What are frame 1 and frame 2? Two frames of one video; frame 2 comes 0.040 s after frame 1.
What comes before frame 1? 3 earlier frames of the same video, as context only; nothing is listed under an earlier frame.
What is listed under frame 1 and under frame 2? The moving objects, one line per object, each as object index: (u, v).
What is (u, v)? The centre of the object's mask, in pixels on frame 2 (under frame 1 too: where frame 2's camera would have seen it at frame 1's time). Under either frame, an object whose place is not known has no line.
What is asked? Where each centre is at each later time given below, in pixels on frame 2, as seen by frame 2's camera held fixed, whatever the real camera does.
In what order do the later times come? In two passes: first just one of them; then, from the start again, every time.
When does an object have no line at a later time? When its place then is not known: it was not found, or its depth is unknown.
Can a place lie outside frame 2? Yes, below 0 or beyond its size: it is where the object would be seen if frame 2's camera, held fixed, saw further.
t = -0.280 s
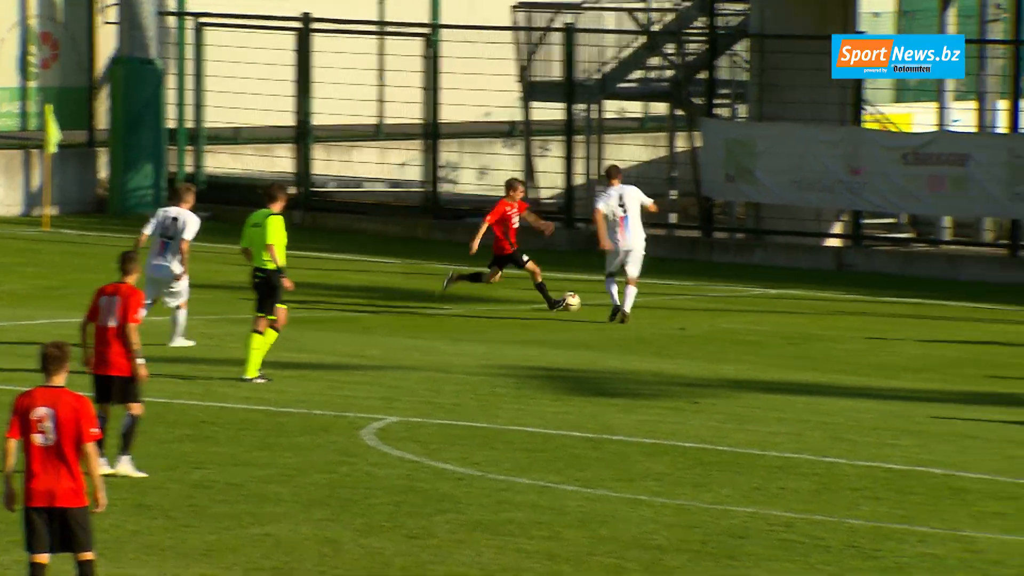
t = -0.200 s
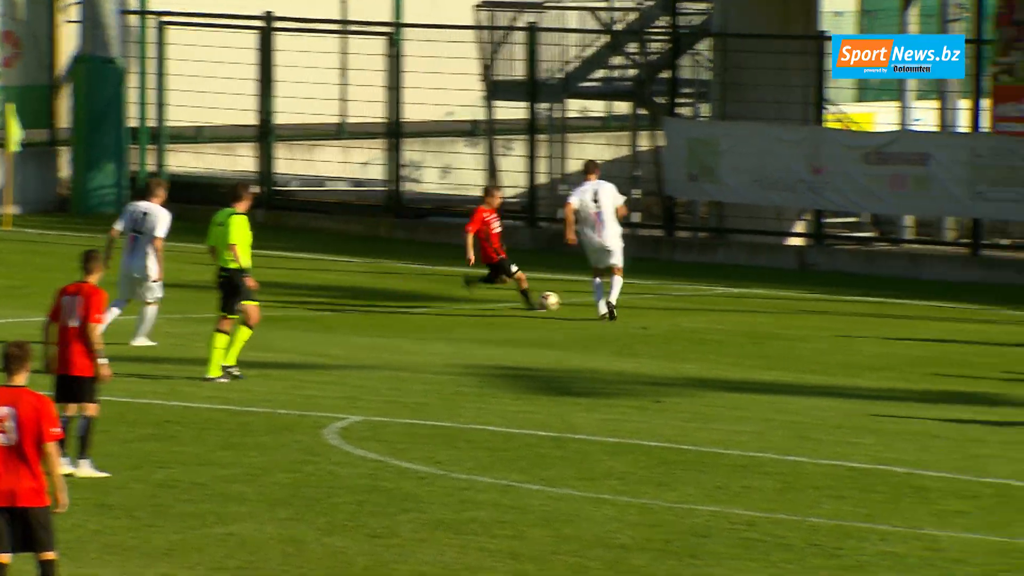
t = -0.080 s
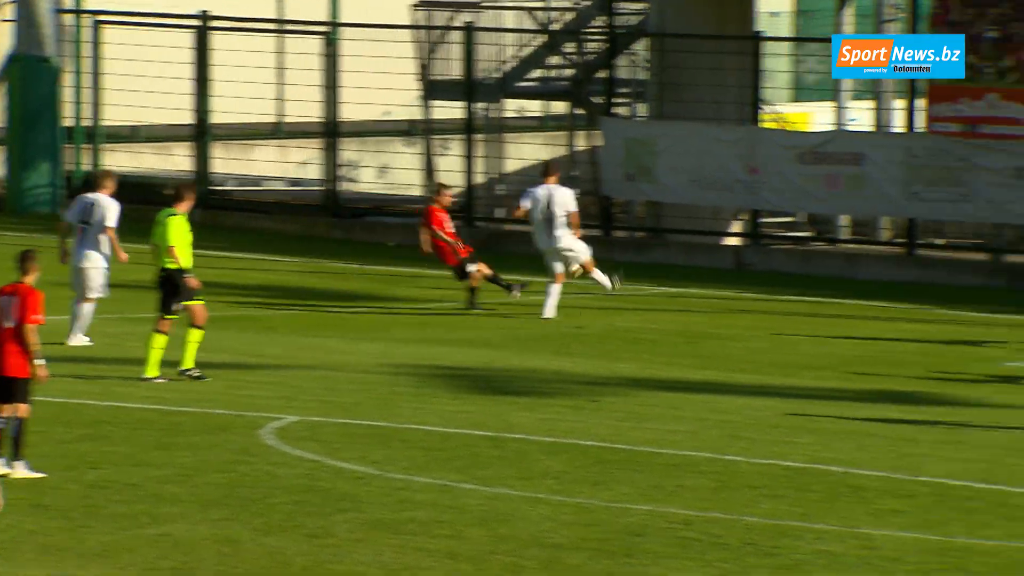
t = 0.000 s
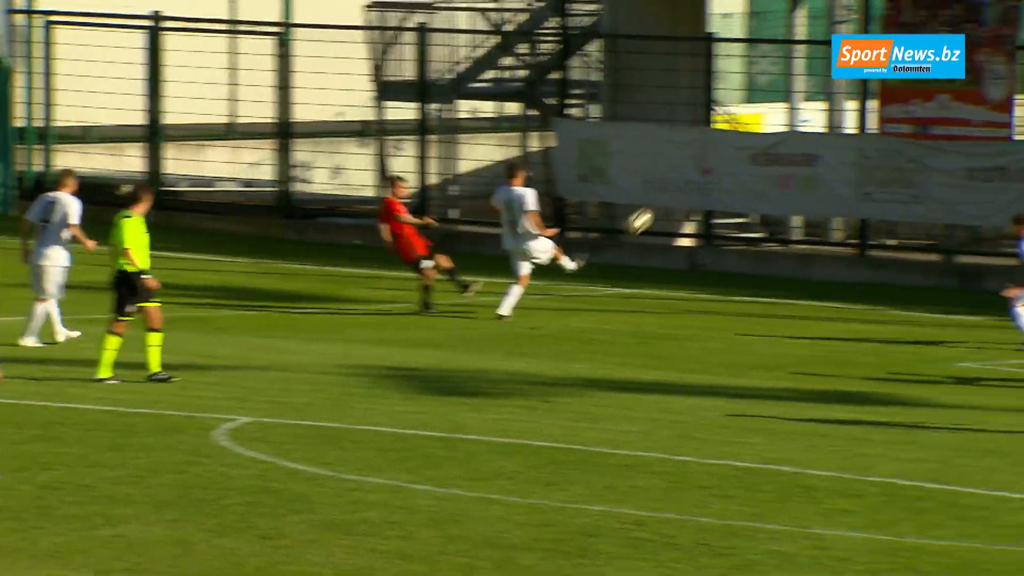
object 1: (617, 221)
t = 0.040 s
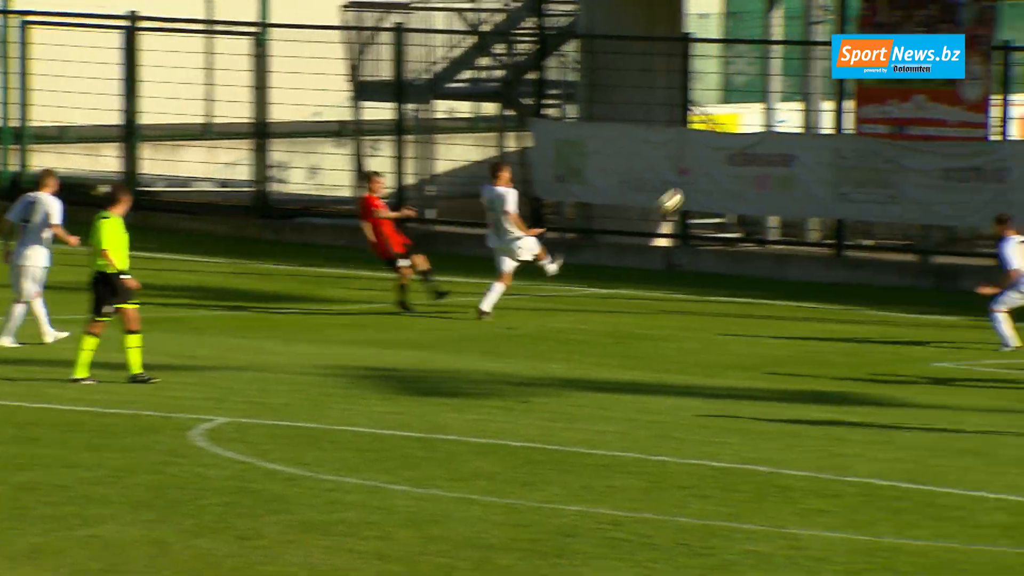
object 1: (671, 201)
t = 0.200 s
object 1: (881, 132)
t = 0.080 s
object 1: (724, 182)
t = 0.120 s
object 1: (776, 164)
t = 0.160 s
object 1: (829, 148)
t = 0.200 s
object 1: (881, 132)
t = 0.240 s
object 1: (935, 118)
